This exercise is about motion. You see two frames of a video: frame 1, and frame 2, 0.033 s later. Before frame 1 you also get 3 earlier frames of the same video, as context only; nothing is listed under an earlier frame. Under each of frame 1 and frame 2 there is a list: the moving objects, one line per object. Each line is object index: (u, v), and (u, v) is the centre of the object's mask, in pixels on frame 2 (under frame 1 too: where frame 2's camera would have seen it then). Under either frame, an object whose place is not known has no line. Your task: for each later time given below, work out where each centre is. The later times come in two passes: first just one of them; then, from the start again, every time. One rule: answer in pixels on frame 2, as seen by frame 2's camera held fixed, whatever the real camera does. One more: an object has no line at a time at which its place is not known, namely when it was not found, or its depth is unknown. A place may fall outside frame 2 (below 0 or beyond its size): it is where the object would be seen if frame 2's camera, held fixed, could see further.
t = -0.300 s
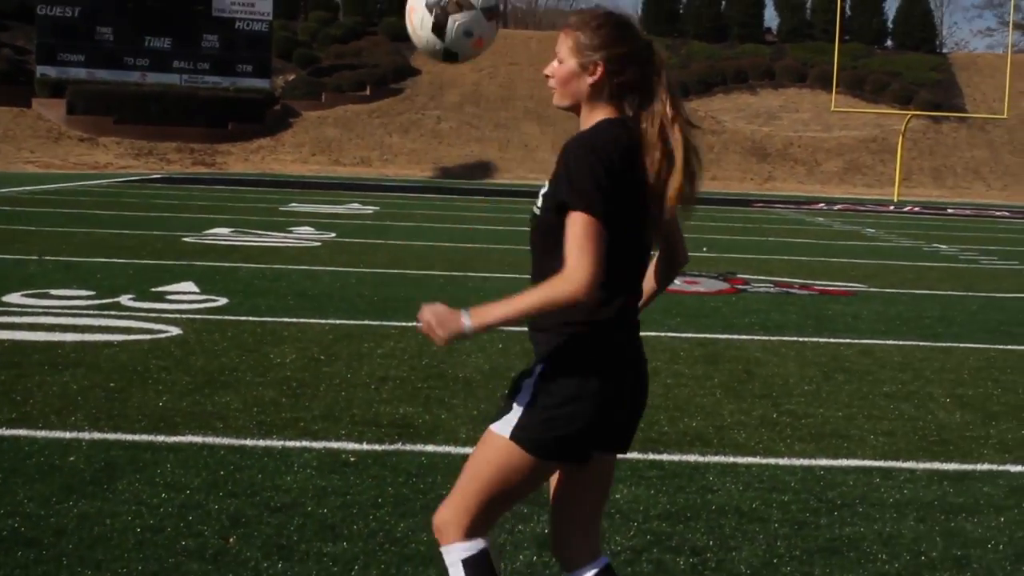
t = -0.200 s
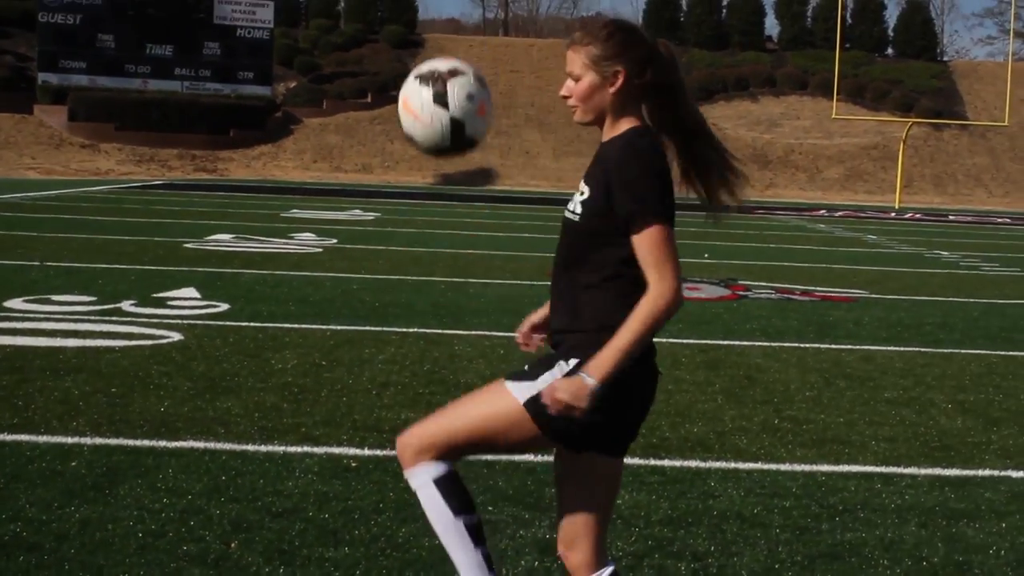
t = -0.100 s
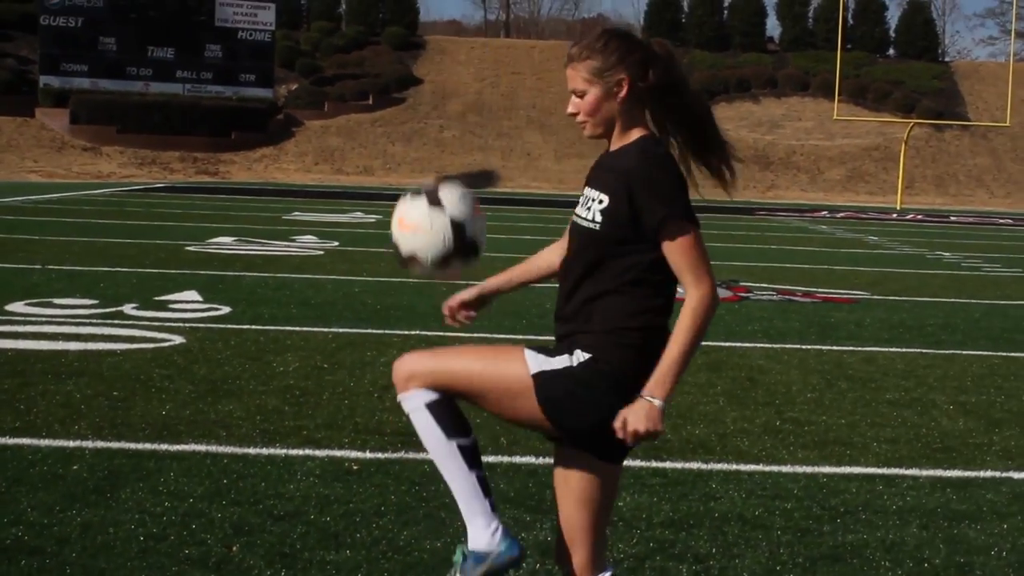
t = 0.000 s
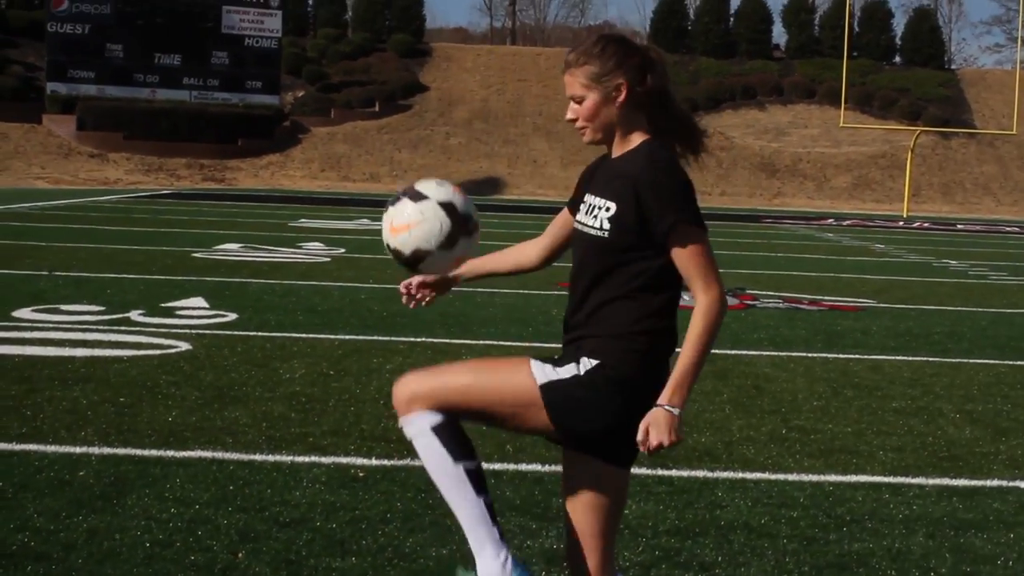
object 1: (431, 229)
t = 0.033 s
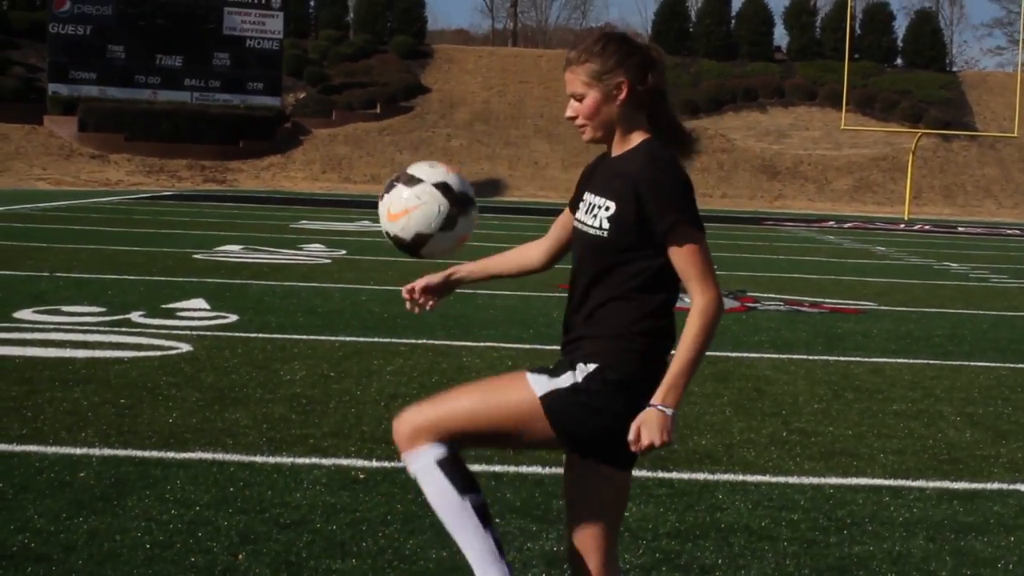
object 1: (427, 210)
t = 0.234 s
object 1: (391, 212)
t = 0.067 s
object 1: (424, 196)
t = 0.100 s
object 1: (419, 186)
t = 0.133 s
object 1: (414, 181)
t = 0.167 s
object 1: (409, 180)
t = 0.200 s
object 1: (398, 194)
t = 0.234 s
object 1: (391, 212)
